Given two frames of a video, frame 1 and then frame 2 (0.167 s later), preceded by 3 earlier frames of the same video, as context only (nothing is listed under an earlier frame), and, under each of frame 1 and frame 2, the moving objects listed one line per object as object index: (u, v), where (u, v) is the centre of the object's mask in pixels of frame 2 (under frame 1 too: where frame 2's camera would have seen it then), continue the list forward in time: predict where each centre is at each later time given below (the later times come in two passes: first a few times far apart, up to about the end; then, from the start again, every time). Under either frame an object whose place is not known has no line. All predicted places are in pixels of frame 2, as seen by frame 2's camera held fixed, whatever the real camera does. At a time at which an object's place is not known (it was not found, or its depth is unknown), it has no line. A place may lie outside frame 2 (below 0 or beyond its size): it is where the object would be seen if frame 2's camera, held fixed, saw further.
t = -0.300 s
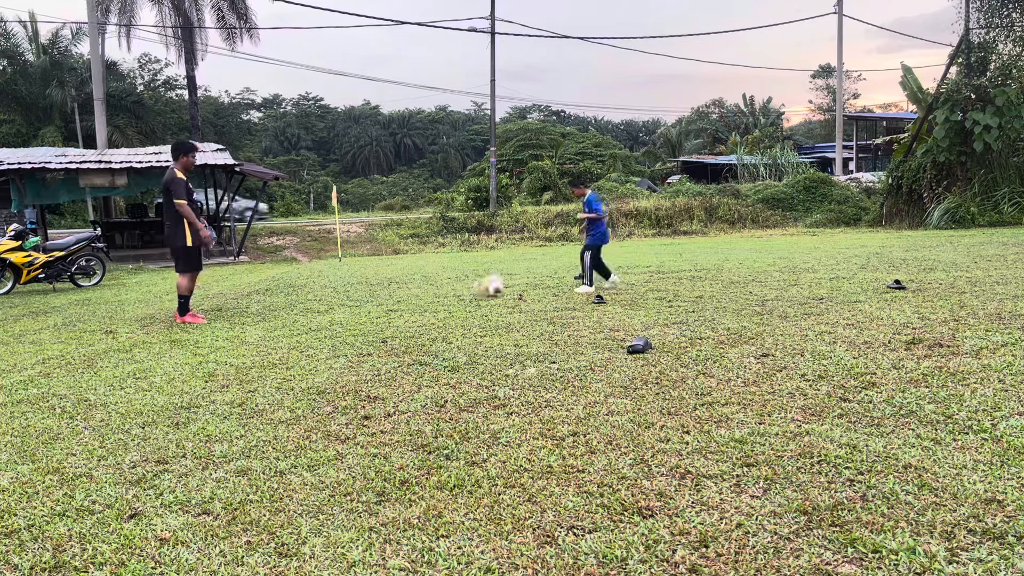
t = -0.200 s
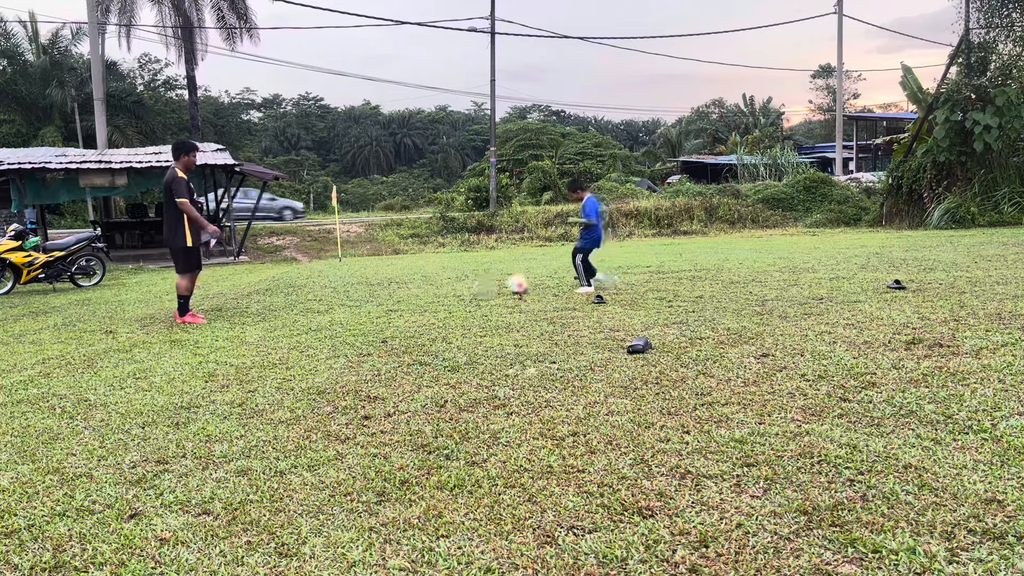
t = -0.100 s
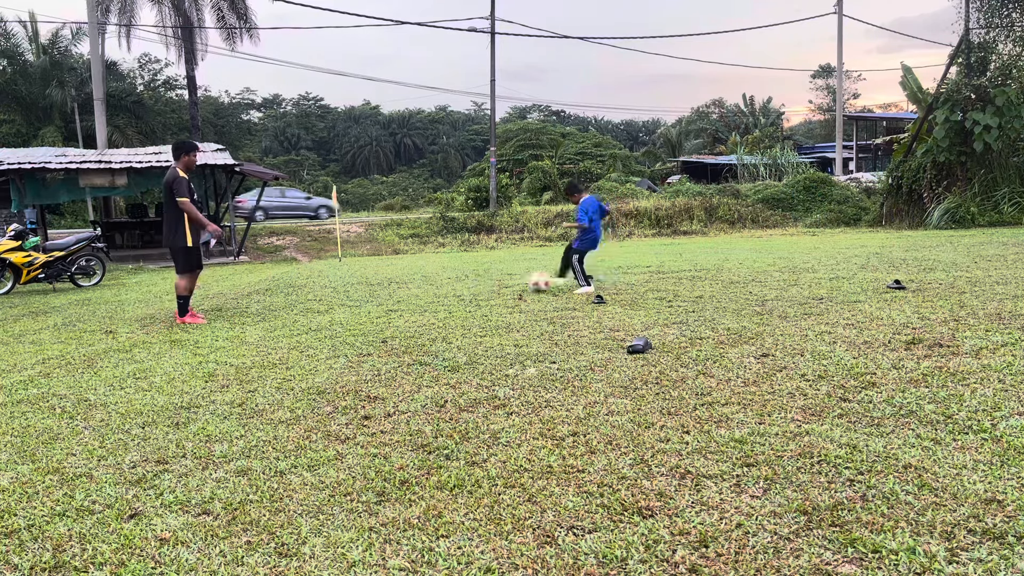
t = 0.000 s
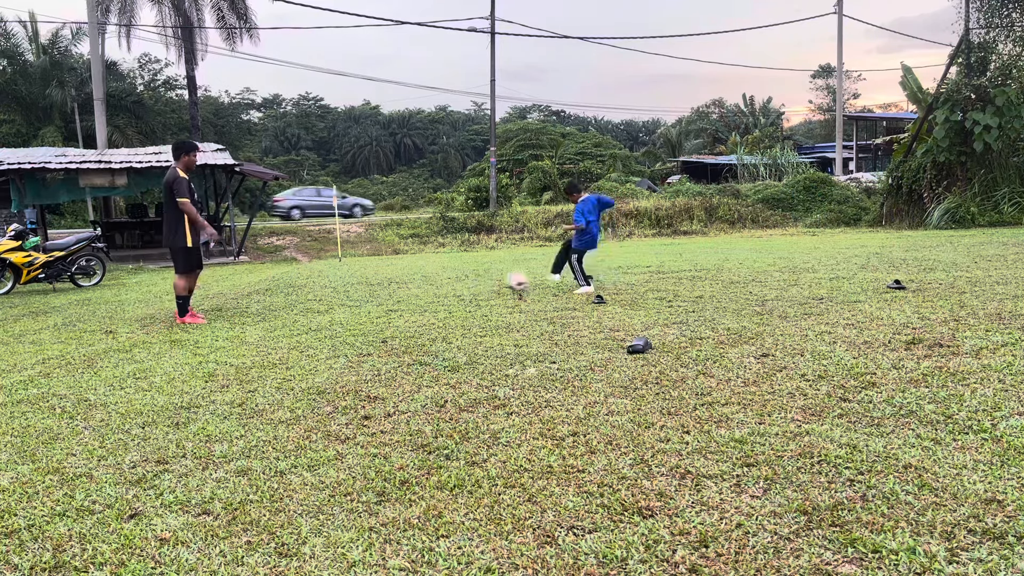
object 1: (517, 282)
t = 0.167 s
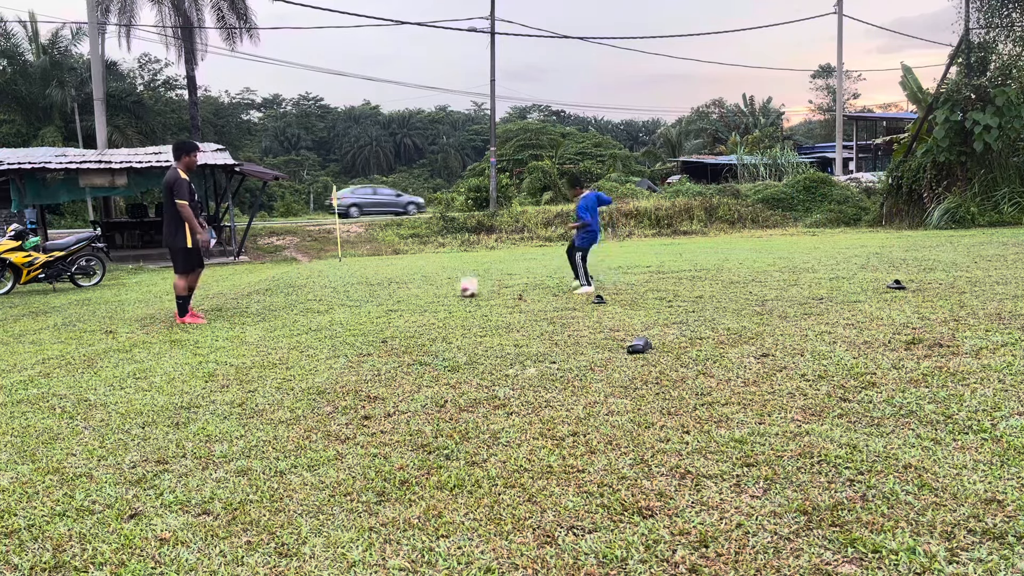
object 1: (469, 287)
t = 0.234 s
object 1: (453, 289)
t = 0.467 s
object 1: (415, 290)
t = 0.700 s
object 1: (381, 291)
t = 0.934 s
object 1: (348, 294)
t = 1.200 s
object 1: (318, 294)
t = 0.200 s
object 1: (461, 288)
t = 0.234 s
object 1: (453, 289)
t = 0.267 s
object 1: (448, 289)
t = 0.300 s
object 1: (442, 289)
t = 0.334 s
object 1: (436, 289)
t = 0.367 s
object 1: (430, 289)
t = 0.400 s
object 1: (425, 289)
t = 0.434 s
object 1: (420, 289)
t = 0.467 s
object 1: (415, 290)
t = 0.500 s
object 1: (412, 290)
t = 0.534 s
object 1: (404, 289)
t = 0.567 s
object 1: (400, 290)
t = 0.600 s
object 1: (394, 291)
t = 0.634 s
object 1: (389, 292)
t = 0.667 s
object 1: (385, 291)
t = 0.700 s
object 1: (381, 291)
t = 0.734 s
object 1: (375, 292)
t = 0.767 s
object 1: (372, 292)
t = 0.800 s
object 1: (366, 293)
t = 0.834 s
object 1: (363, 293)
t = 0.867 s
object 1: (357, 292)
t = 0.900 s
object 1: (352, 293)
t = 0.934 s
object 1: (348, 294)
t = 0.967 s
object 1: (344, 294)
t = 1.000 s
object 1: (340, 293)
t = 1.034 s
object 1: (336, 293)
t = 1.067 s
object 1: (333, 294)
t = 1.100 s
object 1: (331, 294)
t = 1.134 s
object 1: (325, 294)
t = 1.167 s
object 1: (322, 295)
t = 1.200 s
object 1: (318, 294)
